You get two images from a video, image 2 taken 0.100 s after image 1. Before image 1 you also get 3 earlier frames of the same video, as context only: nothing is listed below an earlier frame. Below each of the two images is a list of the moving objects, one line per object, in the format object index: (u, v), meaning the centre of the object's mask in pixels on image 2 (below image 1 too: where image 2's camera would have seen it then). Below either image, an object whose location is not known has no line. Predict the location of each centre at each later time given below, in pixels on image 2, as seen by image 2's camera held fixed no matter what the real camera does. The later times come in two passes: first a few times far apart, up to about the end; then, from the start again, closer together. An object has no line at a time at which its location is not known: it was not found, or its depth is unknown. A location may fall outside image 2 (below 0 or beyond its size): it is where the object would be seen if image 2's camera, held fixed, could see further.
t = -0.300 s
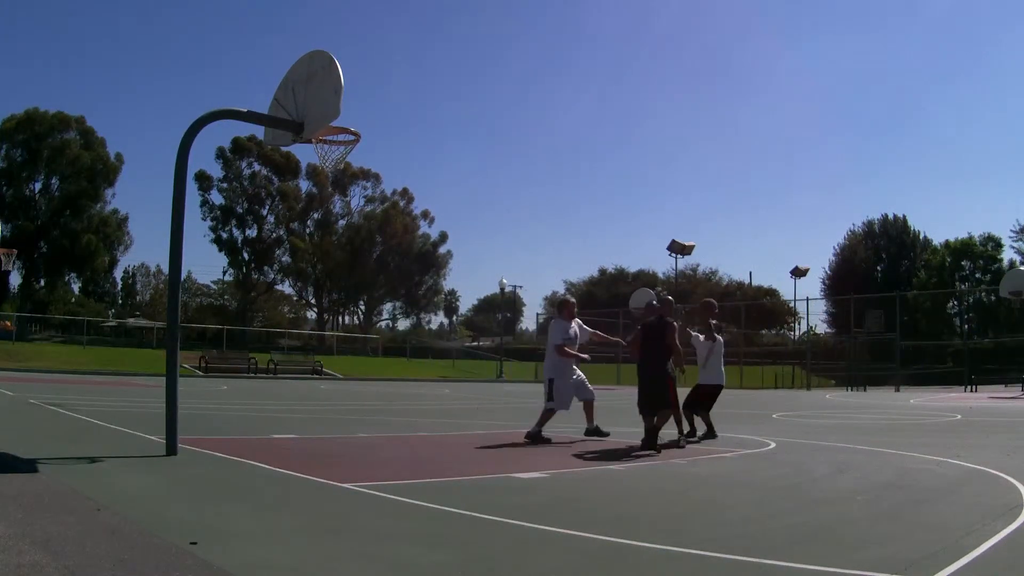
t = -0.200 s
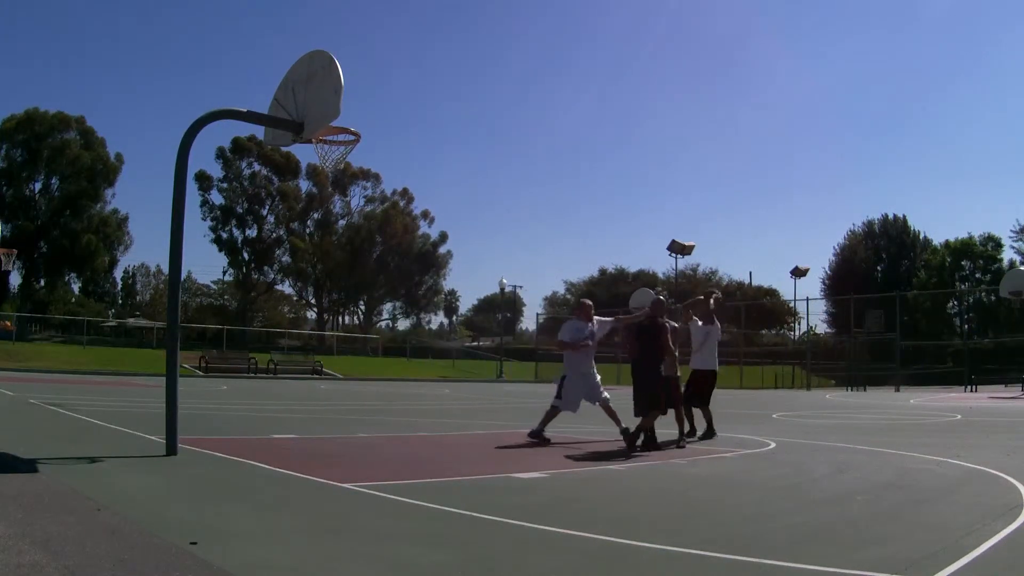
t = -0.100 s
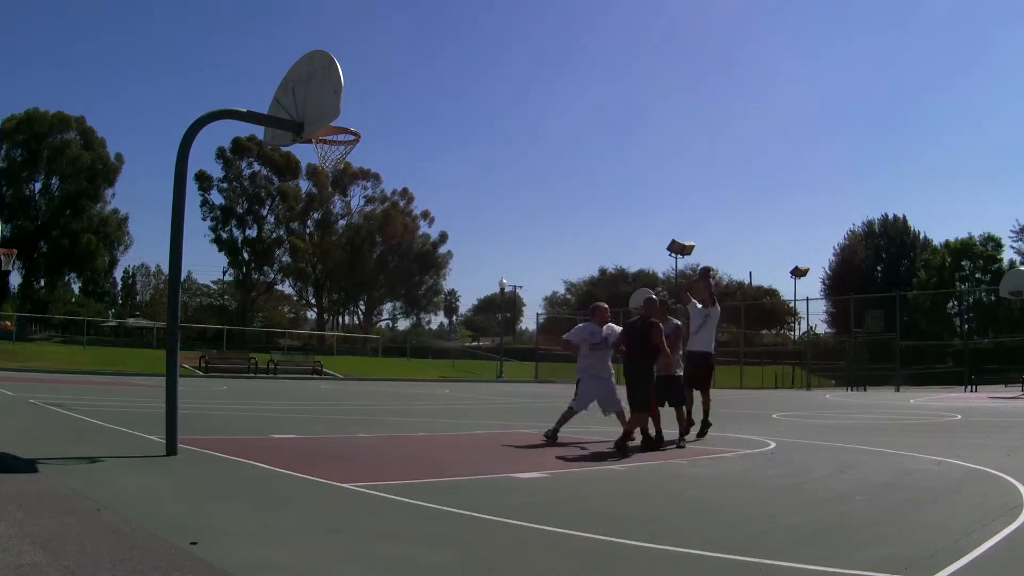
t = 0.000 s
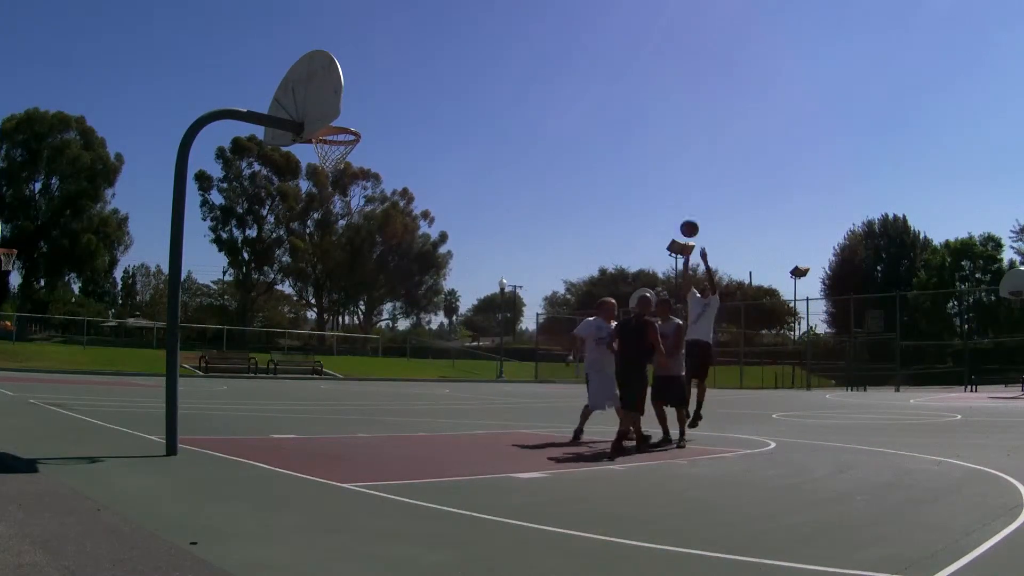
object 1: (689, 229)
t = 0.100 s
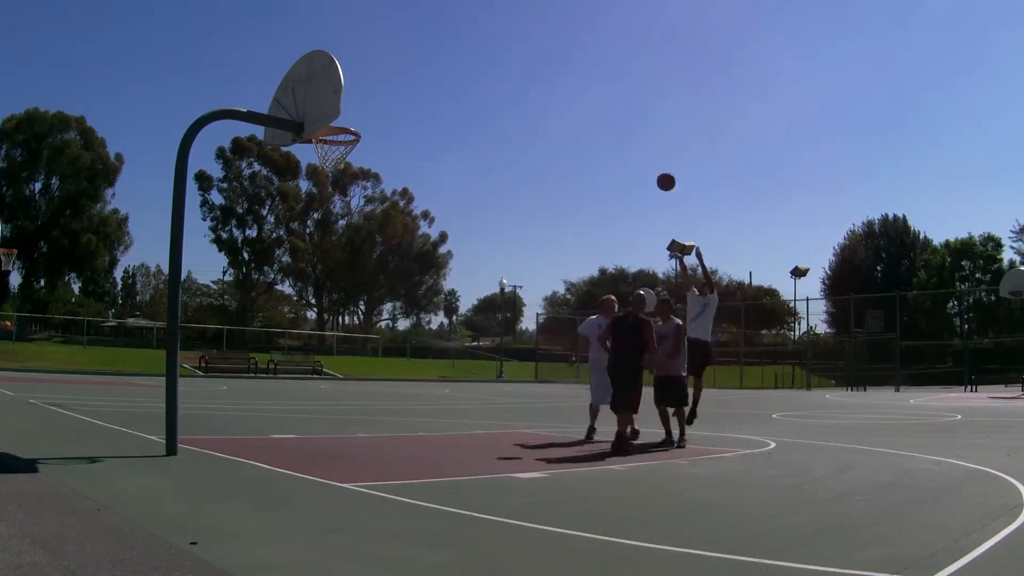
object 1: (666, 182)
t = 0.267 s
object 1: (624, 118)
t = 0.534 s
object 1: (553, 54)
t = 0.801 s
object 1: (472, 45)
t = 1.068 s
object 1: (378, 101)
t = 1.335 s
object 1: (319, 153)
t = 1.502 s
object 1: (336, 184)
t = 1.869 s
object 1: (372, 352)
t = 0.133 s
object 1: (658, 168)
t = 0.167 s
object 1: (650, 154)
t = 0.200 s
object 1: (641, 141)
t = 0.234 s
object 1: (633, 129)
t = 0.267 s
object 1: (624, 118)
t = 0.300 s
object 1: (616, 107)
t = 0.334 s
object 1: (607, 97)
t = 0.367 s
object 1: (598, 88)
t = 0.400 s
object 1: (590, 80)
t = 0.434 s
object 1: (581, 72)
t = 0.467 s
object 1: (571, 65)
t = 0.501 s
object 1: (562, 60)
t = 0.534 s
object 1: (553, 54)
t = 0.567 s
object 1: (543, 50)
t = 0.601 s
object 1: (534, 47)
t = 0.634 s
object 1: (524, 44)
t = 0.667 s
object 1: (514, 43)
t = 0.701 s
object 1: (504, 42)
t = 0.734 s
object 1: (493, 42)
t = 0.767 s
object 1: (483, 43)
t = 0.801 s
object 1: (472, 45)
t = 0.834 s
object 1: (461, 48)
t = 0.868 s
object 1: (450, 52)
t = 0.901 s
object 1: (439, 57)
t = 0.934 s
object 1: (427, 63)
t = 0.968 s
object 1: (415, 70)
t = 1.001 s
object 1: (403, 79)
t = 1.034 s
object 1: (390, 89)
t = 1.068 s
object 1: (378, 101)
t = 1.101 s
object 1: (364, 114)
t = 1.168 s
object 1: (338, 141)
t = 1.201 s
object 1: (322, 148)
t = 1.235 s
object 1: (314, 149)
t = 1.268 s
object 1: (314, 149)
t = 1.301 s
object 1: (316, 151)
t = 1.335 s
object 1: (319, 153)
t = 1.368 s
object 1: (322, 158)
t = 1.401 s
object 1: (326, 163)
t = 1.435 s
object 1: (330, 170)
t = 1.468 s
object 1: (333, 176)
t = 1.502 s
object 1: (336, 184)
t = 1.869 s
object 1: (372, 352)
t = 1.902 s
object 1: (374, 376)
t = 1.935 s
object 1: (378, 399)
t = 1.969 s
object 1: (381, 423)
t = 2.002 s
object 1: (384, 442)
